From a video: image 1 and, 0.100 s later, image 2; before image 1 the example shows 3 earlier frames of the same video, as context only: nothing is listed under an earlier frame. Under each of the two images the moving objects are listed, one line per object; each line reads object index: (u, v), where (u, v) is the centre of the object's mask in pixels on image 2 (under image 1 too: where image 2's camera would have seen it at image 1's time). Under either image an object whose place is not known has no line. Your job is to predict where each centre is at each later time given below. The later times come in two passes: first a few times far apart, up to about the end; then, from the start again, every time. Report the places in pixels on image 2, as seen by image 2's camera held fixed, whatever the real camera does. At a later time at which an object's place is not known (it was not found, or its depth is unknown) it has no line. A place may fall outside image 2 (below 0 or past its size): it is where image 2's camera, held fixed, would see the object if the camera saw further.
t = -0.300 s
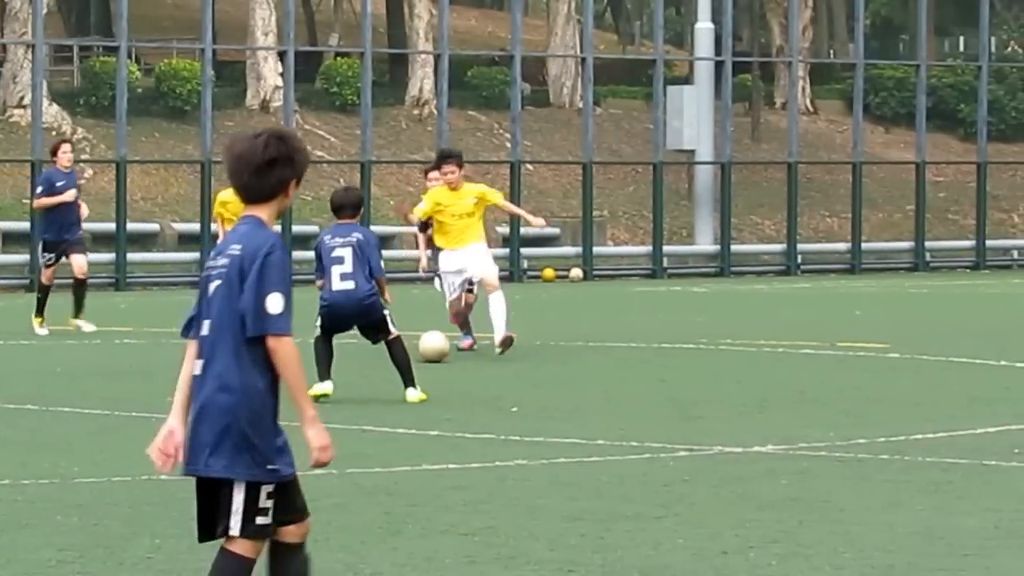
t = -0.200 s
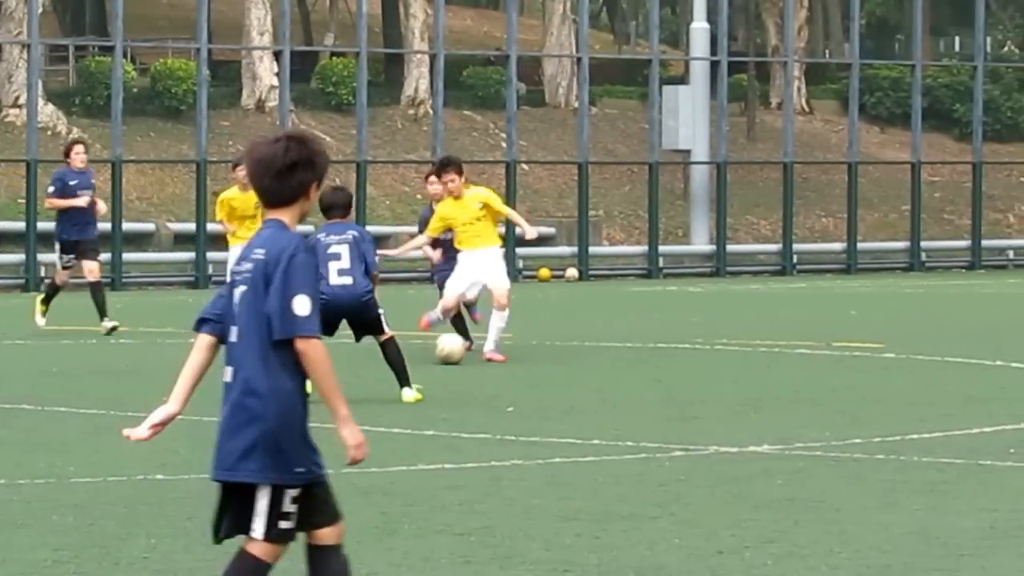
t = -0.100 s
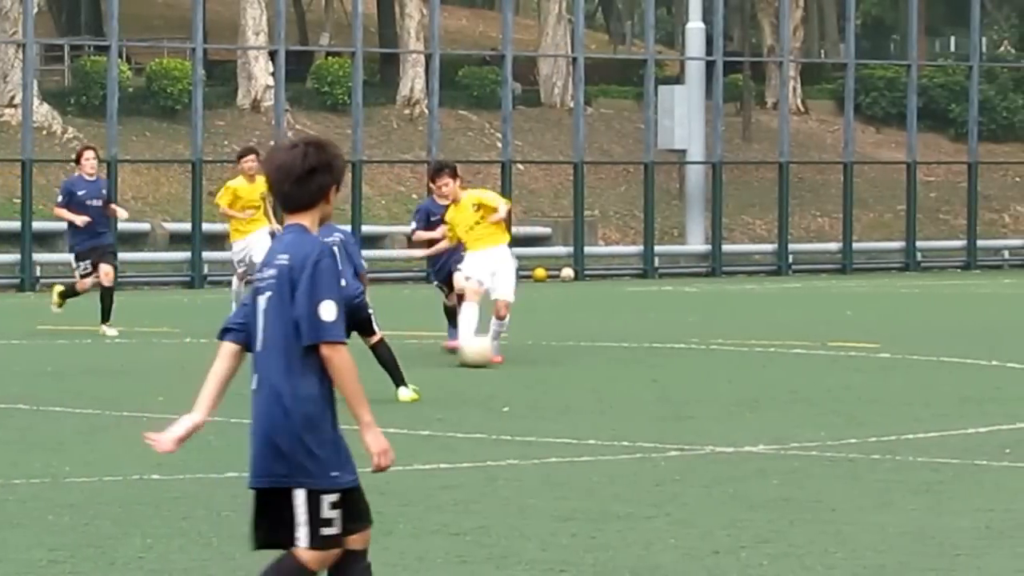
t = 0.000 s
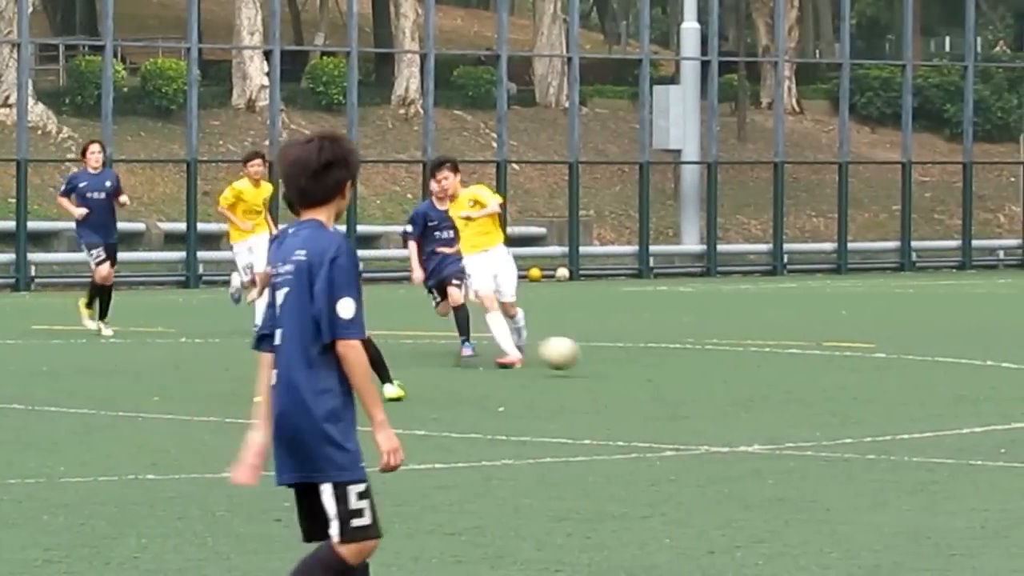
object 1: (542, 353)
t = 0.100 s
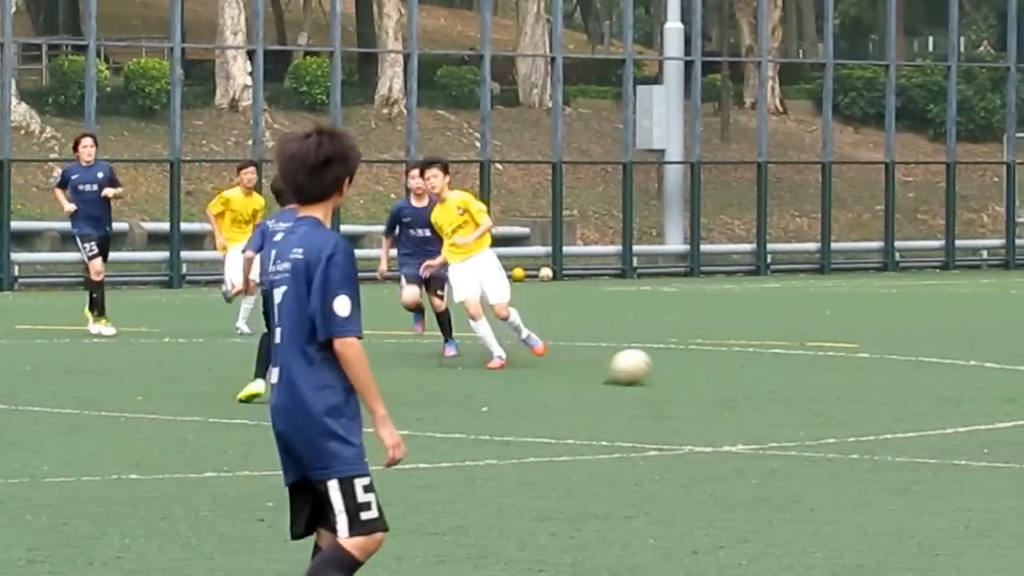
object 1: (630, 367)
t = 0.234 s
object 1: (745, 378)
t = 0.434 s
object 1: (910, 394)
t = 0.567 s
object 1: (1018, 389)
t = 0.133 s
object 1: (657, 366)
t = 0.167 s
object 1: (686, 368)
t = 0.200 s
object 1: (715, 372)
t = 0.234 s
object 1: (745, 378)
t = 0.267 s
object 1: (771, 377)
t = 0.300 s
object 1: (799, 375)
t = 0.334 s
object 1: (825, 376)
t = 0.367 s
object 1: (853, 380)
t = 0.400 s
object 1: (881, 385)
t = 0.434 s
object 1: (910, 394)
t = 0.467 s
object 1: (936, 396)
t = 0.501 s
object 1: (963, 391)
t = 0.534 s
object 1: (990, 388)
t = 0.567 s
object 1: (1018, 389)
